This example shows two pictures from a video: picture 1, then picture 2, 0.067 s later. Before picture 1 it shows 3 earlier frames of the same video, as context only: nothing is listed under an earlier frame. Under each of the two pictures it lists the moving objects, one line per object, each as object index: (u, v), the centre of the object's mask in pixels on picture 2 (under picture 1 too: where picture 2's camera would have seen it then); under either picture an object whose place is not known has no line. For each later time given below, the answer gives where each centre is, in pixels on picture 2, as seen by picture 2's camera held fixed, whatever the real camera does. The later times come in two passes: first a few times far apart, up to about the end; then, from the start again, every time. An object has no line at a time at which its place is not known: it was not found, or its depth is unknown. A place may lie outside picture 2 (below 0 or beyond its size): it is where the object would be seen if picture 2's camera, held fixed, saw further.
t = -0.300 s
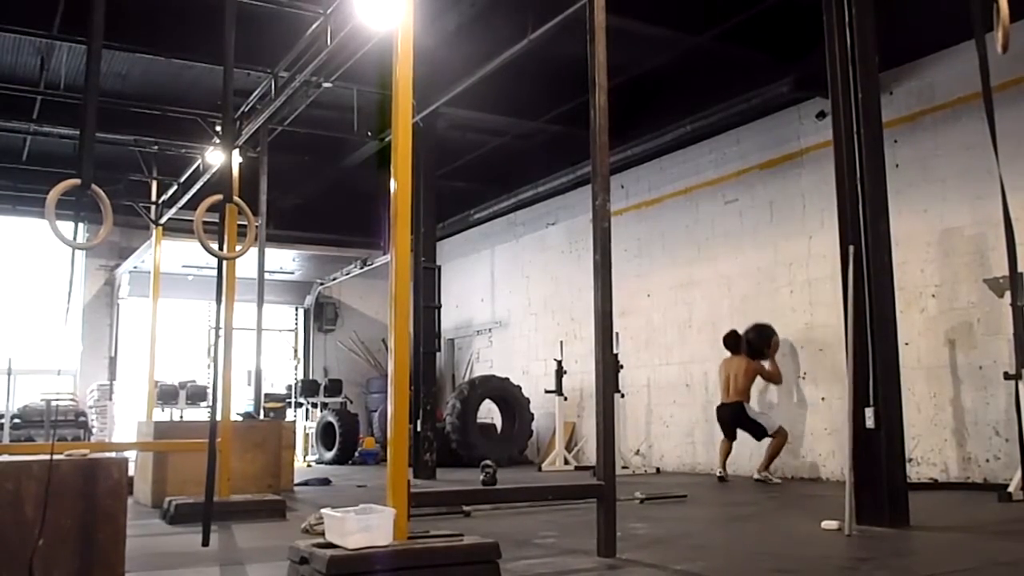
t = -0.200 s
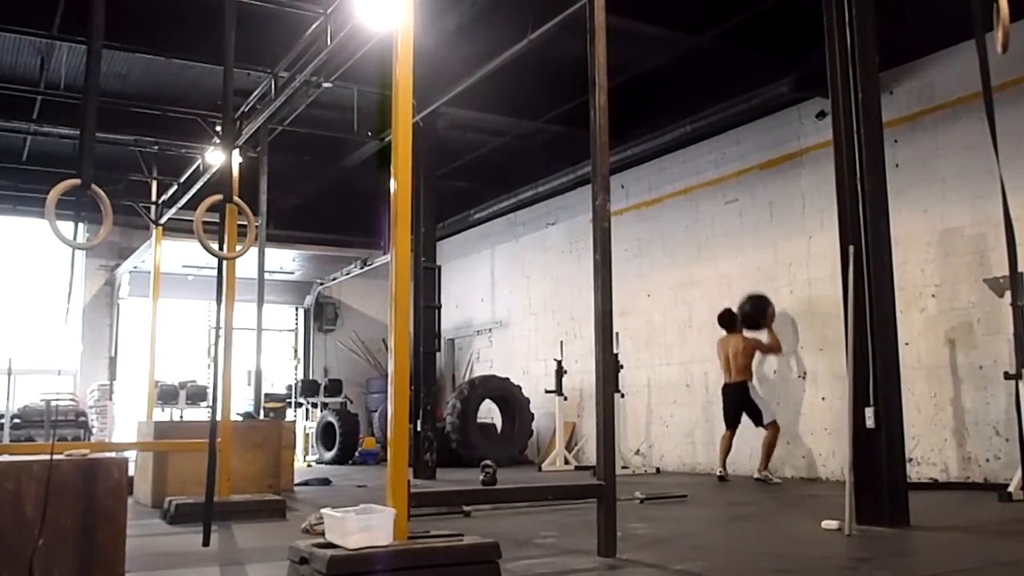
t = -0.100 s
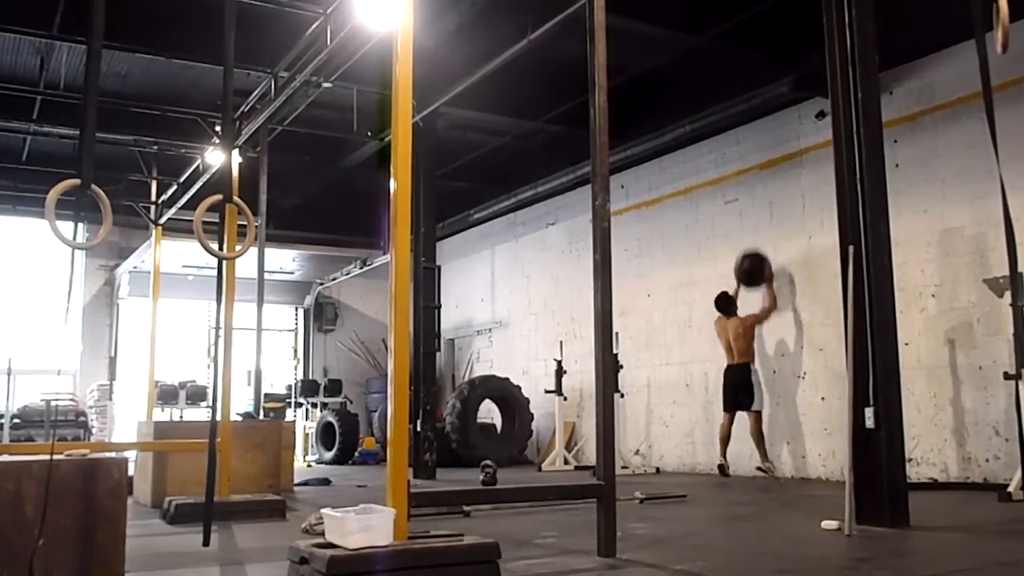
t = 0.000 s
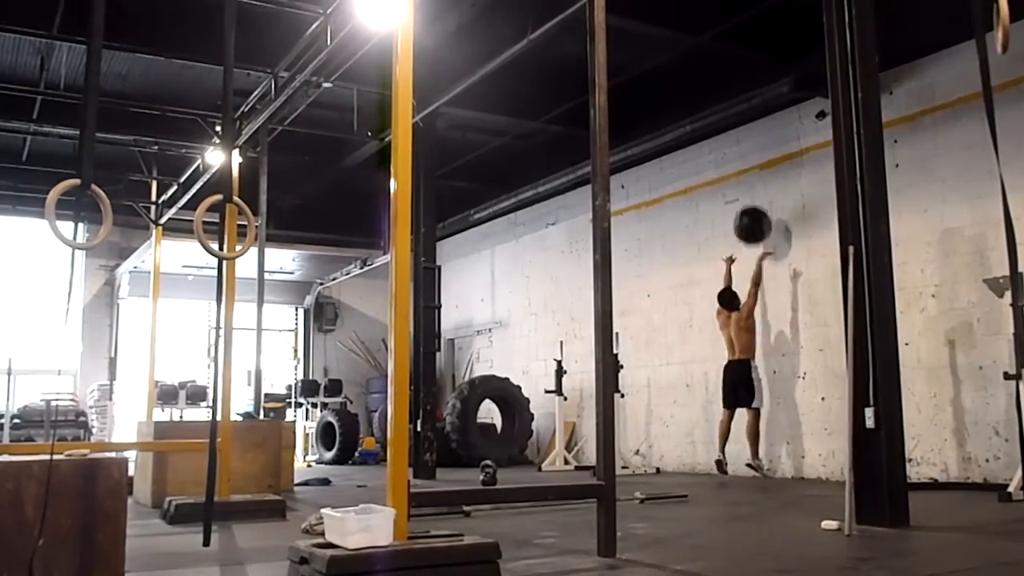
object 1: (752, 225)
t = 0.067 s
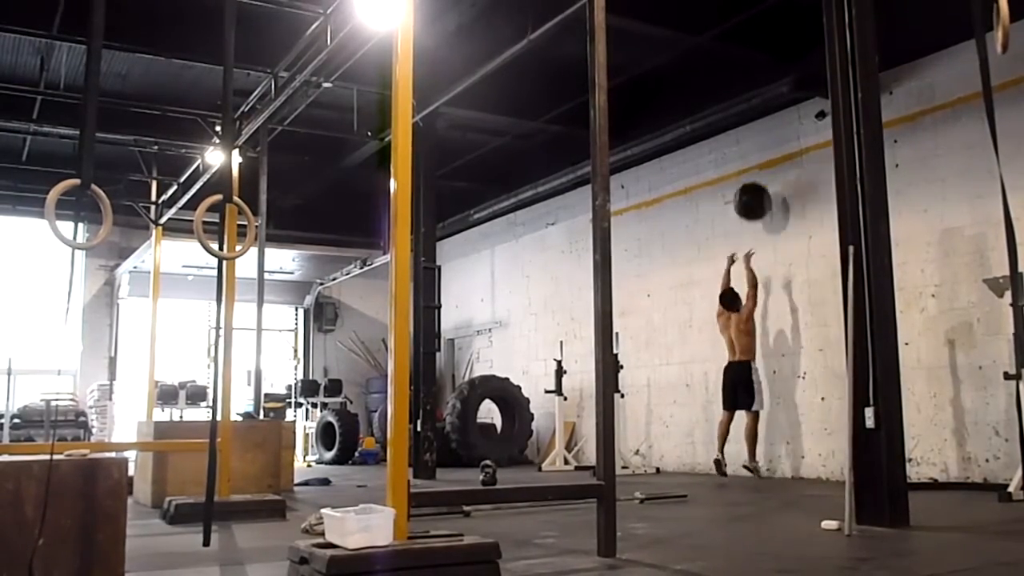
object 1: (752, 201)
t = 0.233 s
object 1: (753, 163)
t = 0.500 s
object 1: (755, 158)
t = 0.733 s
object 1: (753, 205)
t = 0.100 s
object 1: (753, 191)
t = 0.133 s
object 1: (753, 182)
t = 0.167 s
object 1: (753, 175)
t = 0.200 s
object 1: (753, 168)
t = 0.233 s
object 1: (753, 163)
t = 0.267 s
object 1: (753, 159)
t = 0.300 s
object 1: (753, 155)
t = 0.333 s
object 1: (753, 153)
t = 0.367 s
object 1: (754, 152)
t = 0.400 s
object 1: (754, 152)
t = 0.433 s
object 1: (755, 154)
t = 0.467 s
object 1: (755, 156)
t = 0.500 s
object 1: (755, 158)
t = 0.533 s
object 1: (755, 161)
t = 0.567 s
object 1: (754, 165)
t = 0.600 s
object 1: (753, 171)
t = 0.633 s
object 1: (754, 178)
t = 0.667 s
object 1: (754, 185)
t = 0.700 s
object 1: (753, 195)
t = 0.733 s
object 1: (753, 205)
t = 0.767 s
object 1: (753, 216)
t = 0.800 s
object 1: (752, 229)
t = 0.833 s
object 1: (752, 242)
